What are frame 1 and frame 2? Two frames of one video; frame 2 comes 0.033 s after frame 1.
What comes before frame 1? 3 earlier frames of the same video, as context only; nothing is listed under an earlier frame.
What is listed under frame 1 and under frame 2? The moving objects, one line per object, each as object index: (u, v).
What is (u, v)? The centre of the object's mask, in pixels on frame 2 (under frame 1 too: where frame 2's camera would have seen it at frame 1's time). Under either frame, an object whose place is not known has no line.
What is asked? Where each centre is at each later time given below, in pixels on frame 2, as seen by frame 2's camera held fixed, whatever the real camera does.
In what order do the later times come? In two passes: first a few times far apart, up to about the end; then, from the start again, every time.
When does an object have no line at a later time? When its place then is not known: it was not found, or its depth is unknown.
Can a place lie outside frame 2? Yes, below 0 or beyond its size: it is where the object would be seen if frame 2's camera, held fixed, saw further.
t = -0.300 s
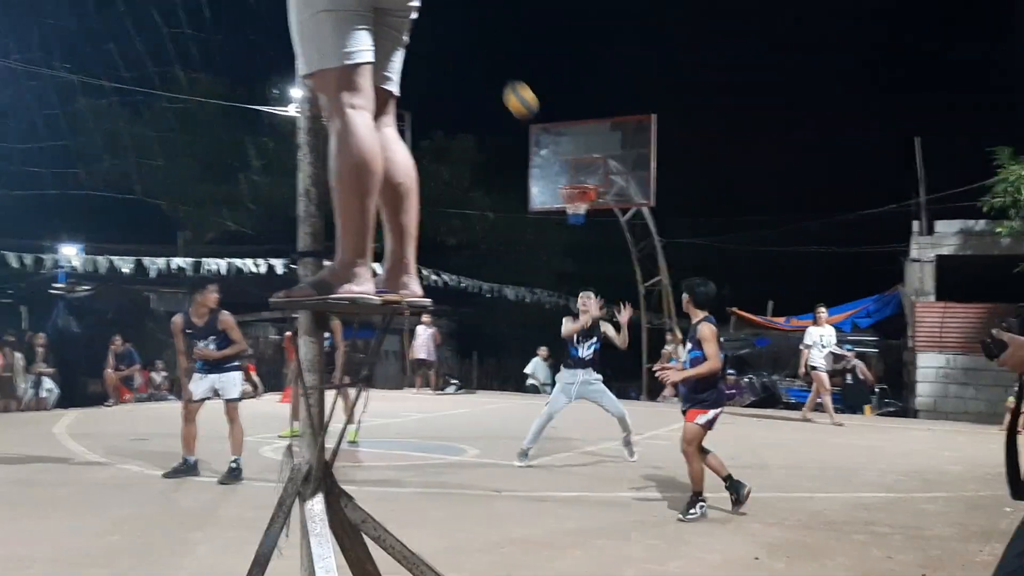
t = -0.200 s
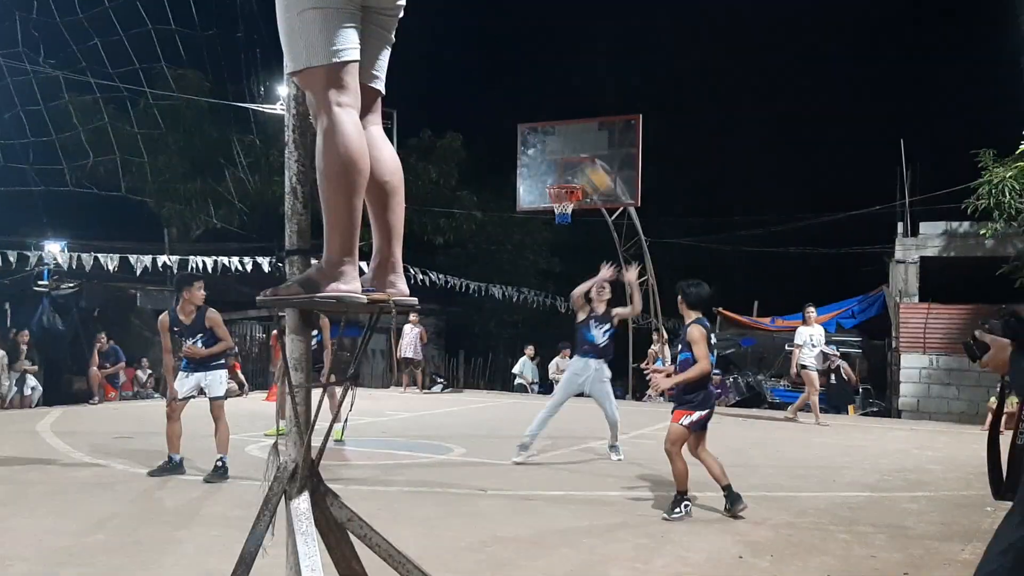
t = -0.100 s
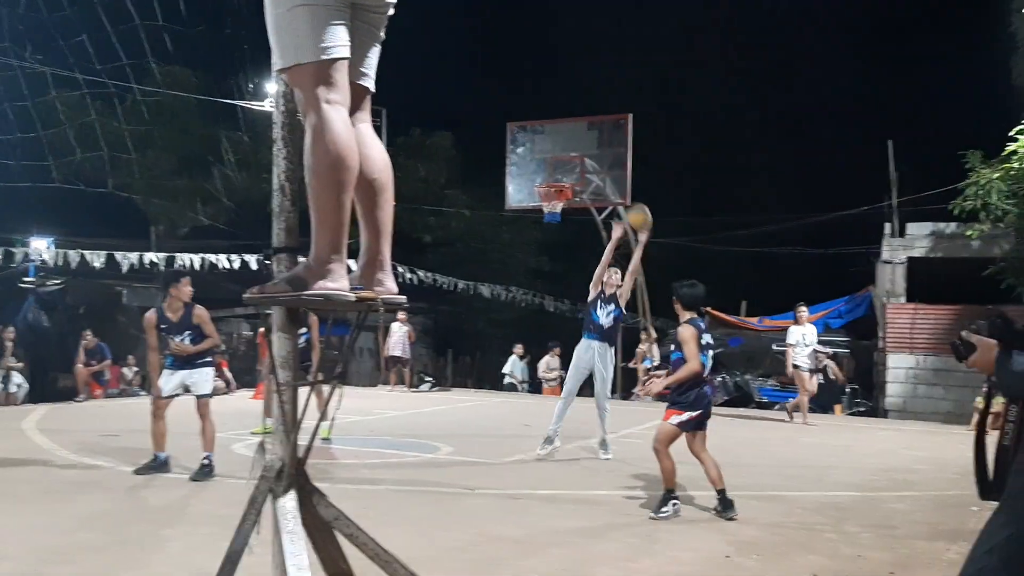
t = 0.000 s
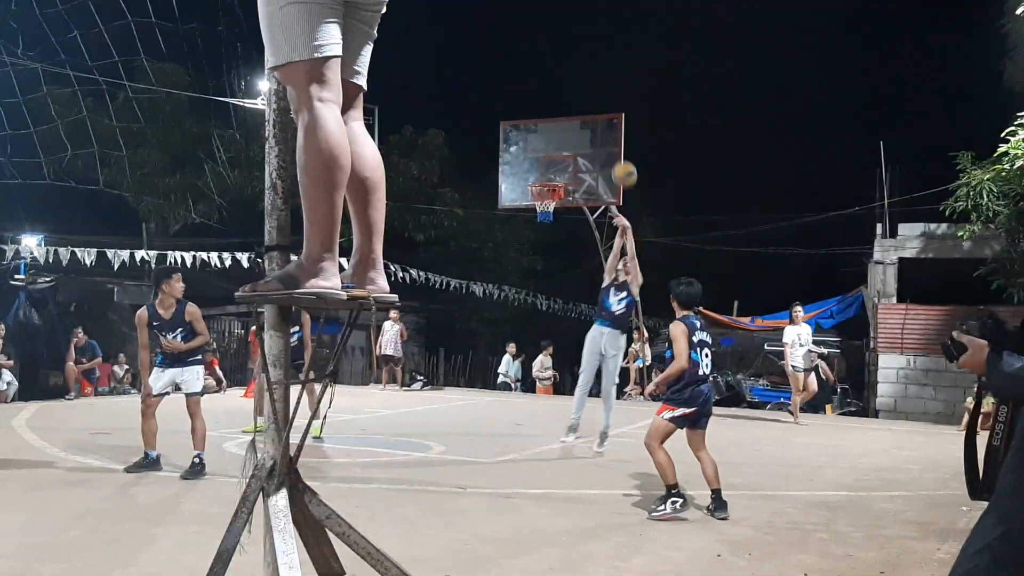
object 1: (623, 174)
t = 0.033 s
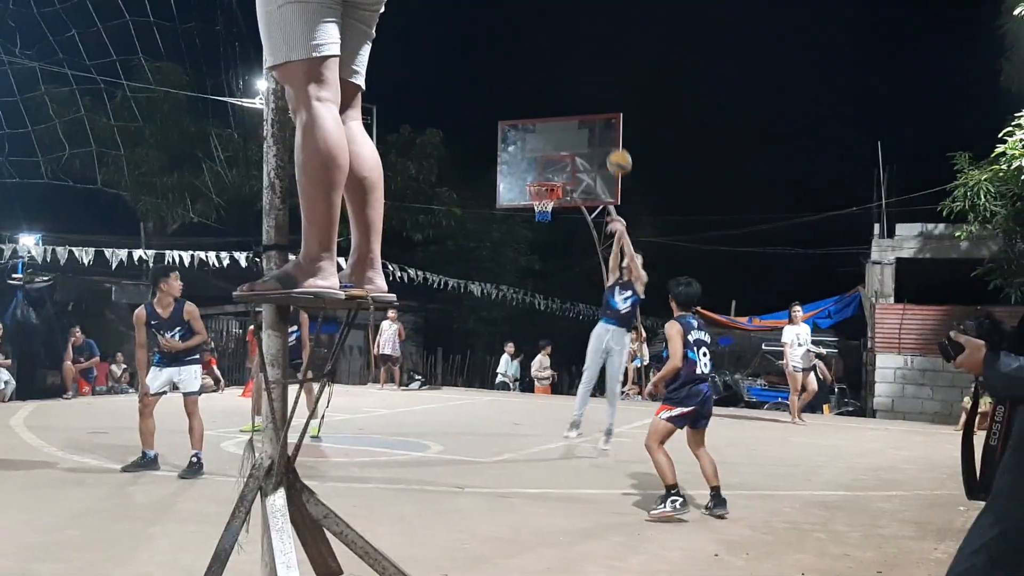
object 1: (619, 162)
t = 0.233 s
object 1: (600, 113)
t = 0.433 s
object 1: (579, 107)
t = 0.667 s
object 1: (550, 161)
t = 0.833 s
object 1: (526, 242)
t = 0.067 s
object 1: (616, 151)
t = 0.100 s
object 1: (613, 140)
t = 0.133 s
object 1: (609, 131)
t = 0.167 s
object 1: (607, 124)
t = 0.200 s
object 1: (603, 118)
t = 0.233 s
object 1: (600, 113)
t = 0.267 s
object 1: (596, 109)
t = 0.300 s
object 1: (592, 106)
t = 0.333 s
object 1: (589, 105)
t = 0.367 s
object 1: (586, 104)
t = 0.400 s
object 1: (582, 105)
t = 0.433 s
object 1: (579, 107)
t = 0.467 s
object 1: (574, 111)
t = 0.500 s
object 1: (570, 116)
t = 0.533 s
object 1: (566, 121)
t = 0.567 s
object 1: (563, 129)
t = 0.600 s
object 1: (559, 139)
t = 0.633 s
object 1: (555, 148)
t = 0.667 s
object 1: (550, 161)
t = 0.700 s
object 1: (547, 173)
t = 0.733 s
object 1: (542, 189)
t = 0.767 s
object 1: (536, 207)
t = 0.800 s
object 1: (531, 224)
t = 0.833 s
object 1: (526, 242)
